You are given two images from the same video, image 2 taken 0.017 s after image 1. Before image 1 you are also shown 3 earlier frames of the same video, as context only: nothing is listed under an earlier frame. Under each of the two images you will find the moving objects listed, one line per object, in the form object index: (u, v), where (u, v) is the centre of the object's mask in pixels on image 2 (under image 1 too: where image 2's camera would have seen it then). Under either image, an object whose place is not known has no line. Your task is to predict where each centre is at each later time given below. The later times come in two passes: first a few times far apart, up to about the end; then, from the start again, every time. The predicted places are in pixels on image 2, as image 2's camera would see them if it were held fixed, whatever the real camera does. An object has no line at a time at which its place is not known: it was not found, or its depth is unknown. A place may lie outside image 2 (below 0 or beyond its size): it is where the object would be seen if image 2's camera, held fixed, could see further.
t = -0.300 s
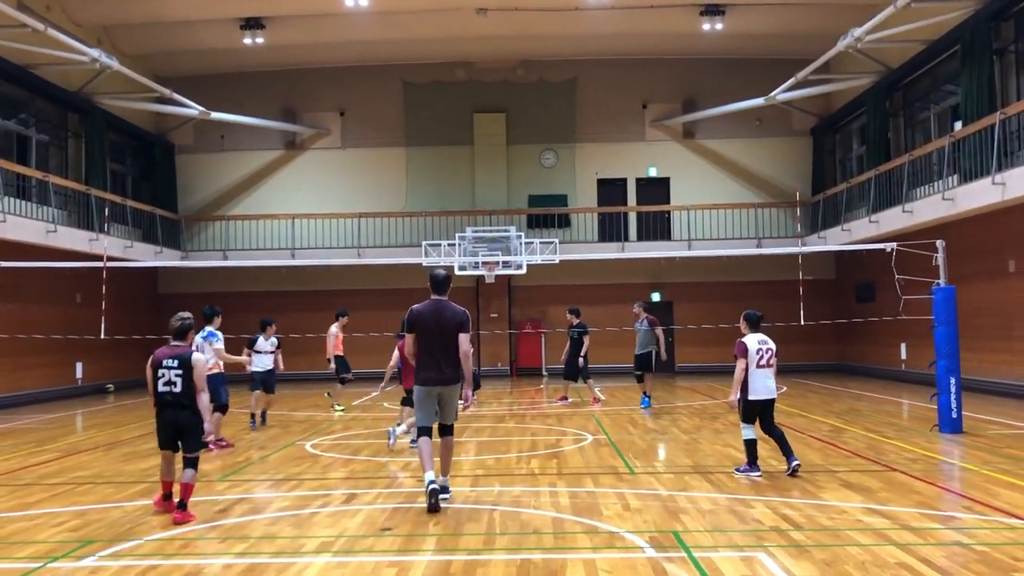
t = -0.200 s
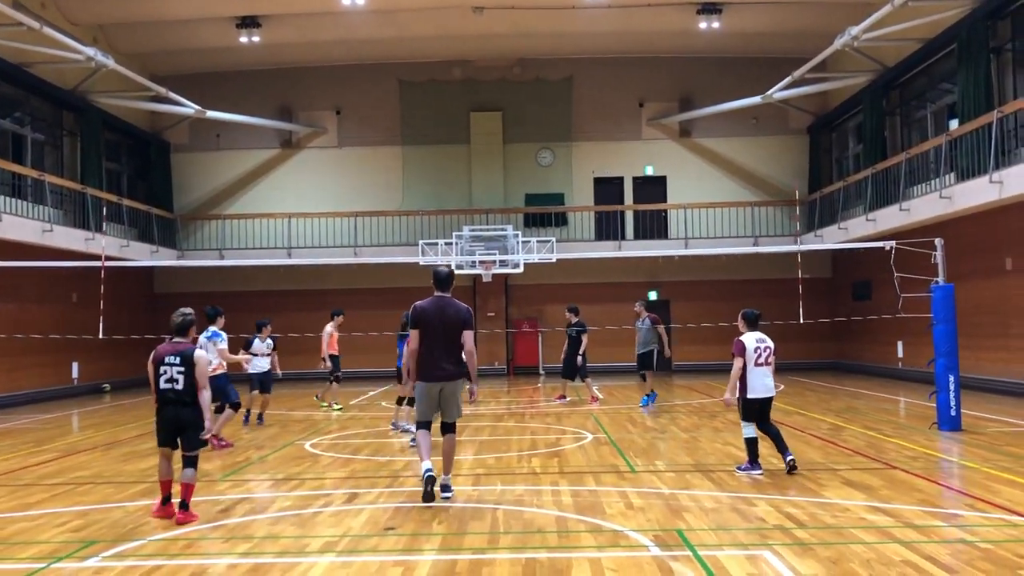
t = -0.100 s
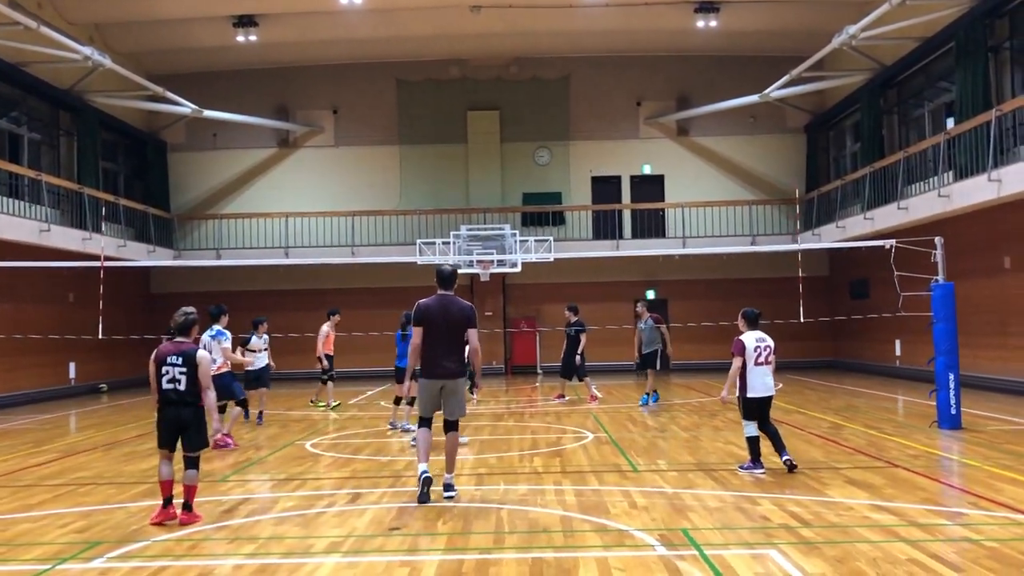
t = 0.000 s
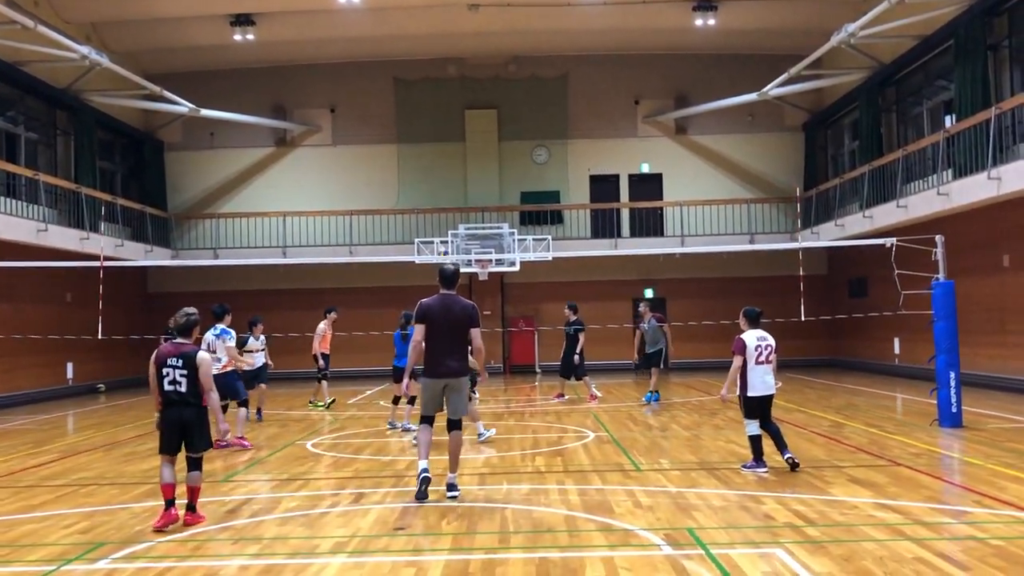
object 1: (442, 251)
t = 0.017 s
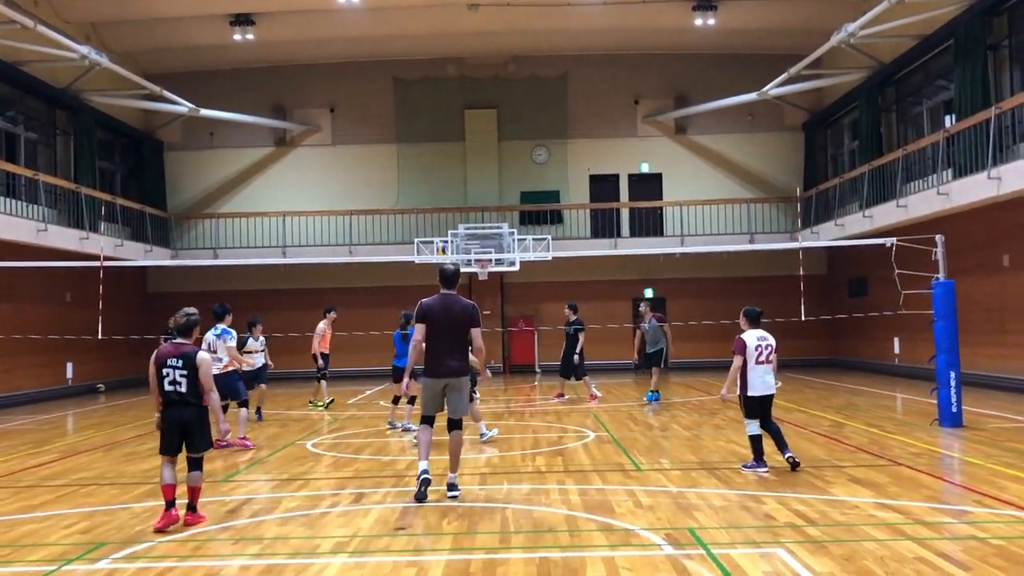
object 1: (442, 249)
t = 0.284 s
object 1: (426, 192)
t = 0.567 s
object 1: (410, 175)
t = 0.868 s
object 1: (393, 209)
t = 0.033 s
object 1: (441, 244)
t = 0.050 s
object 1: (441, 239)
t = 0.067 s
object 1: (440, 235)
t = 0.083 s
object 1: (439, 230)
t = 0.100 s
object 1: (438, 227)
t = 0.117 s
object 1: (437, 223)
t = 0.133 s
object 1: (436, 219)
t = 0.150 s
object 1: (435, 216)
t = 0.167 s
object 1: (434, 212)
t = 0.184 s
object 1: (432, 208)
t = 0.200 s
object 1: (431, 206)
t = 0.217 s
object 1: (430, 203)
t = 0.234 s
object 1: (429, 201)
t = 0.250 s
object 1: (429, 198)
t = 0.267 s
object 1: (428, 195)
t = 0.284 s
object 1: (426, 192)
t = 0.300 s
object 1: (426, 190)
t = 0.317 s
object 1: (425, 188)
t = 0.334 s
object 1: (424, 187)
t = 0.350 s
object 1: (423, 185)
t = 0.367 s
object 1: (422, 183)
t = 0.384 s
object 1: (421, 181)
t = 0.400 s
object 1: (420, 180)
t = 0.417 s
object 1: (419, 179)
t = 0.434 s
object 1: (418, 177)
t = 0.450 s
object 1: (417, 177)
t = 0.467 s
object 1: (416, 176)
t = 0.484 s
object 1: (415, 175)
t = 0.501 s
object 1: (414, 175)
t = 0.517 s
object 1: (413, 175)
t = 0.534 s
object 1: (412, 174)
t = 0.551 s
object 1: (411, 175)
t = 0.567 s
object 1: (410, 175)
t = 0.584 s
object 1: (409, 175)
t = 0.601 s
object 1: (408, 176)
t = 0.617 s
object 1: (407, 177)
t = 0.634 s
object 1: (406, 178)
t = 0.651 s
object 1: (405, 179)
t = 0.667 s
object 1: (404, 180)
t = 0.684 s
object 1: (404, 181)
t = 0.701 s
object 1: (403, 183)
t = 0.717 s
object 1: (402, 184)
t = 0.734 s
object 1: (401, 186)
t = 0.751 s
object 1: (400, 188)
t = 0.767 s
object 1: (400, 191)
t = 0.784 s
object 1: (398, 193)
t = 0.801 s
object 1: (397, 196)
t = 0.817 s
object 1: (396, 199)
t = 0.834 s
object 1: (395, 202)
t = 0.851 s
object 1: (394, 205)
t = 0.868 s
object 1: (393, 209)
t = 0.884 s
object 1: (392, 213)
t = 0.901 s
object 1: (392, 216)
